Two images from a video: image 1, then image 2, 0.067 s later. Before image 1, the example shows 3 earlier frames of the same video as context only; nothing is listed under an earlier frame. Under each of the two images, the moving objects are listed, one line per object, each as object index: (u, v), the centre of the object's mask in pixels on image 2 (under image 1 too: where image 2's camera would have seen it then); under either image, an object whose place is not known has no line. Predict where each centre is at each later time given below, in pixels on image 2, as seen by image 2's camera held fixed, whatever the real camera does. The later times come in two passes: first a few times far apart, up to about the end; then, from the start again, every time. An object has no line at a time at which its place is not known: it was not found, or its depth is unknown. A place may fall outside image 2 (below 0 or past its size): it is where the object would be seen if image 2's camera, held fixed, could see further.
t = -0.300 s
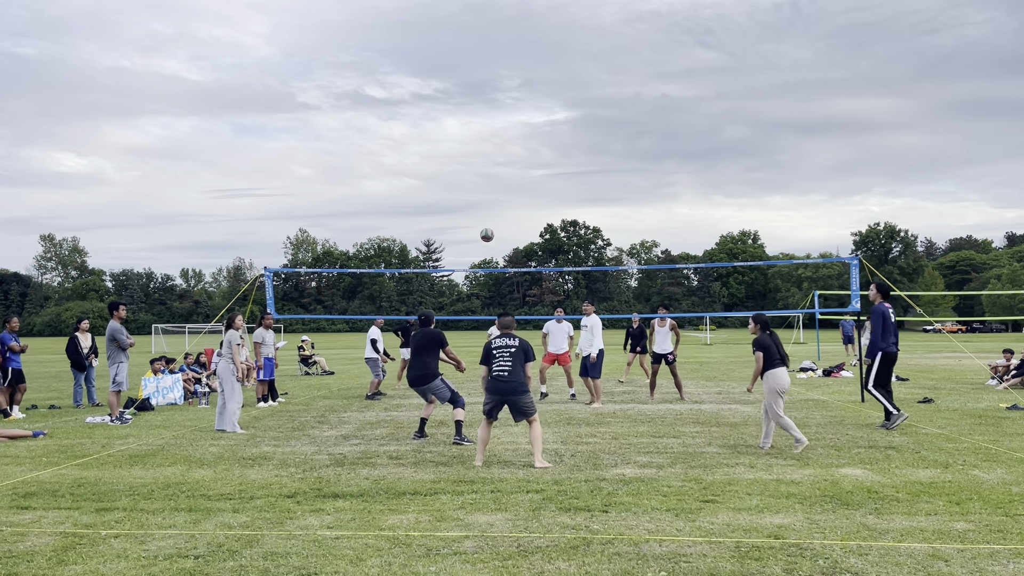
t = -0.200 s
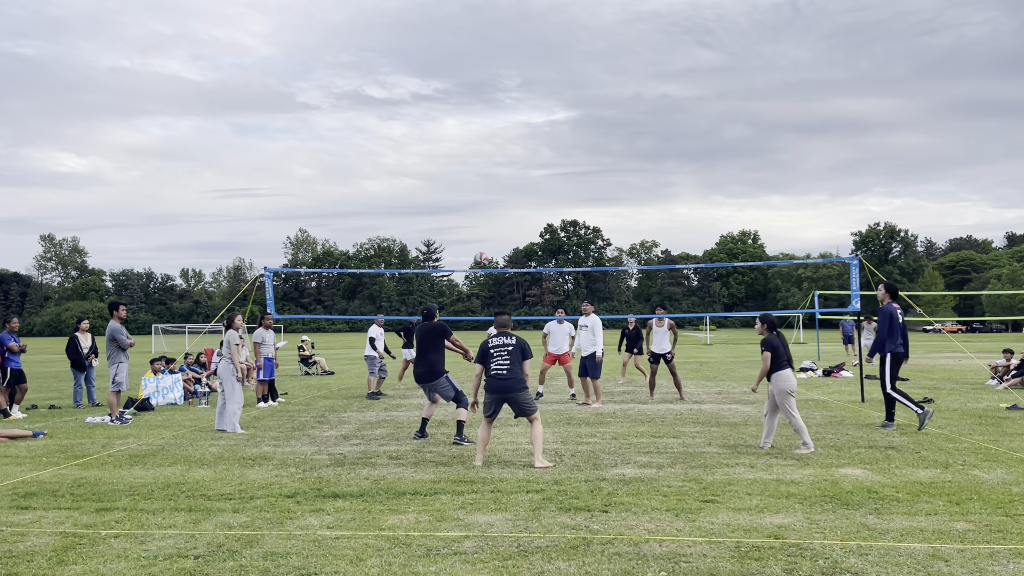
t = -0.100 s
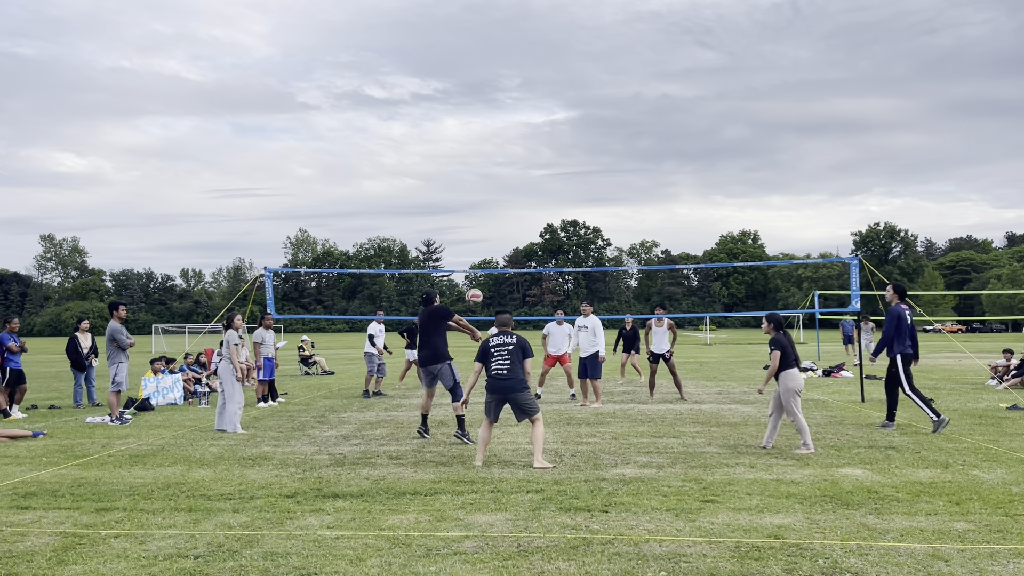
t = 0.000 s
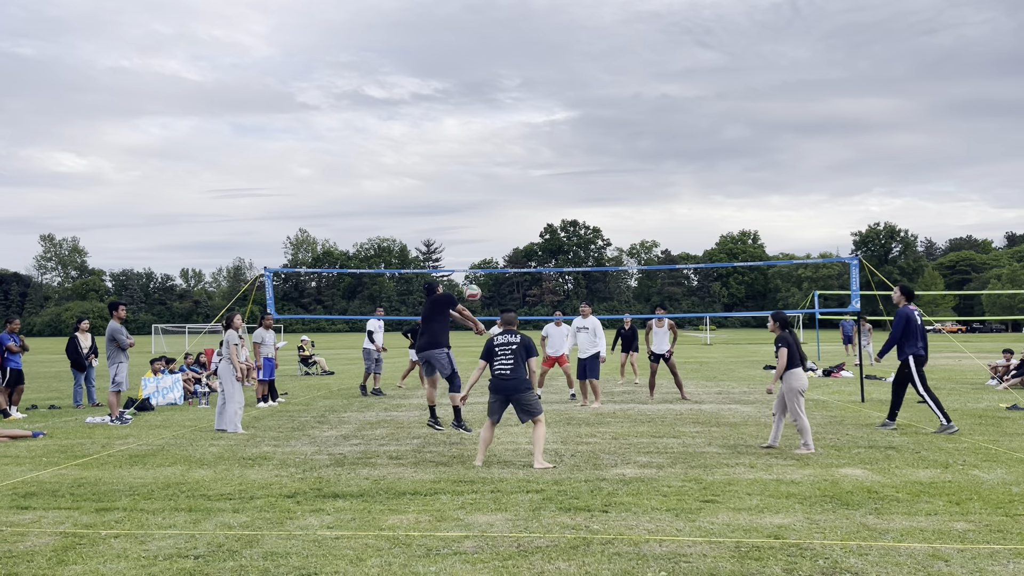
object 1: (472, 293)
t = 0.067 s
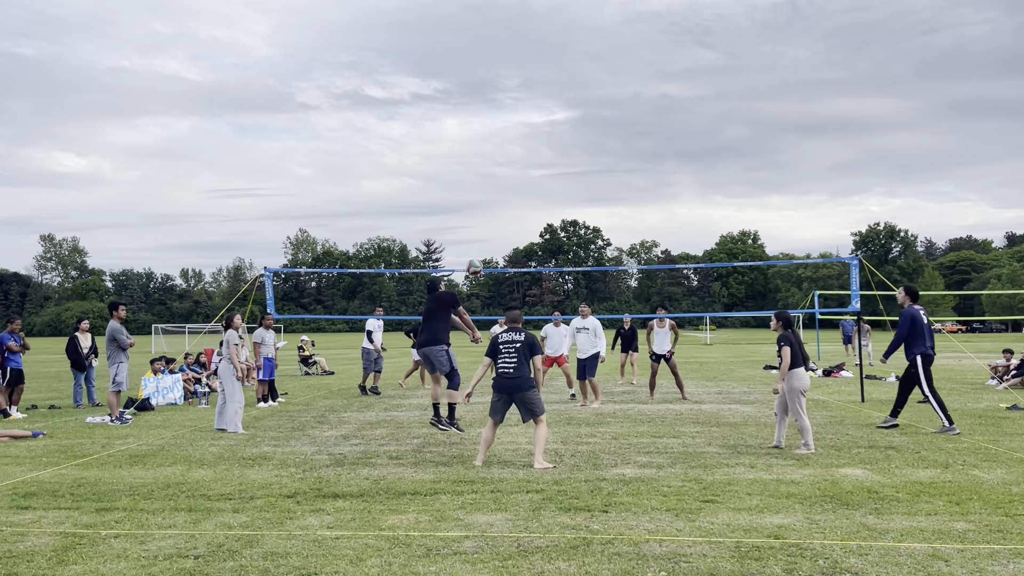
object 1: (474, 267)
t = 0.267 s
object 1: (480, 215)
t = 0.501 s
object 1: (485, 199)
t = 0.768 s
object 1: (492, 224)
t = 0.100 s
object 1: (475, 256)
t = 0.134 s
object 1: (476, 245)
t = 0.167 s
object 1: (477, 236)
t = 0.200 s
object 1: (478, 228)
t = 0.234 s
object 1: (479, 221)
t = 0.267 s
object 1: (480, 215)
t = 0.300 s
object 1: (481, 210)
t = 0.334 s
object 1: (482, 206)
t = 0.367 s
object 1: (482, 203)
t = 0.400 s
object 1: (483, 201)
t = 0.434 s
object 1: (484, 199)
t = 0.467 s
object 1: (485, 199)
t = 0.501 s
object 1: (485, 199)
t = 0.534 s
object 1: (486, 199)
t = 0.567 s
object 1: (487, 201)
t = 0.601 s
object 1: (488, 203)
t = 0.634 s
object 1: (488, 206)
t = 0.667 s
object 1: (489, 210)
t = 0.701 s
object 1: (490, 214)
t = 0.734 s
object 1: (491, 219)
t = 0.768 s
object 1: (492, 224)
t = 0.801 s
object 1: (492, 230)
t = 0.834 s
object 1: (493, 237)
